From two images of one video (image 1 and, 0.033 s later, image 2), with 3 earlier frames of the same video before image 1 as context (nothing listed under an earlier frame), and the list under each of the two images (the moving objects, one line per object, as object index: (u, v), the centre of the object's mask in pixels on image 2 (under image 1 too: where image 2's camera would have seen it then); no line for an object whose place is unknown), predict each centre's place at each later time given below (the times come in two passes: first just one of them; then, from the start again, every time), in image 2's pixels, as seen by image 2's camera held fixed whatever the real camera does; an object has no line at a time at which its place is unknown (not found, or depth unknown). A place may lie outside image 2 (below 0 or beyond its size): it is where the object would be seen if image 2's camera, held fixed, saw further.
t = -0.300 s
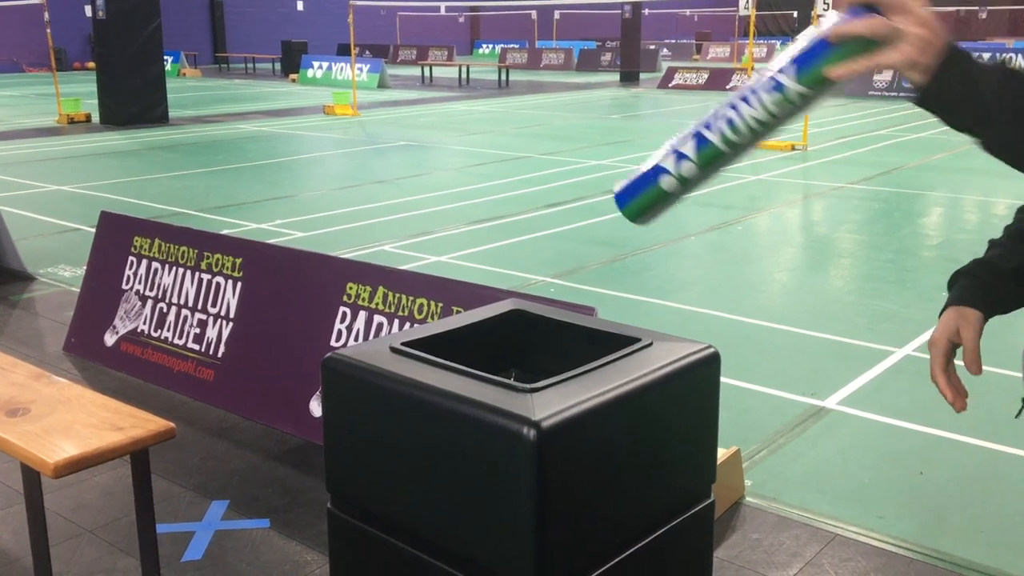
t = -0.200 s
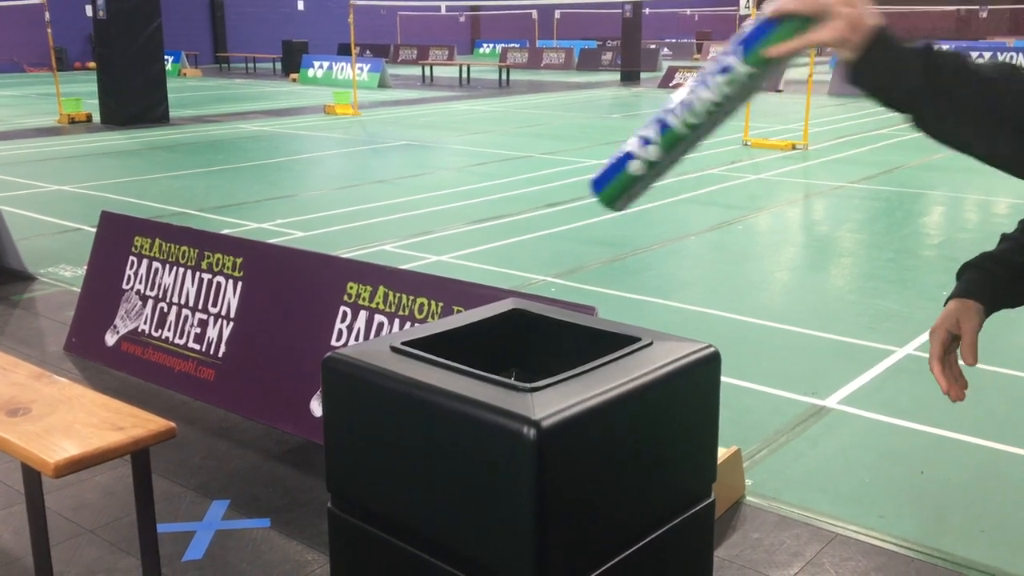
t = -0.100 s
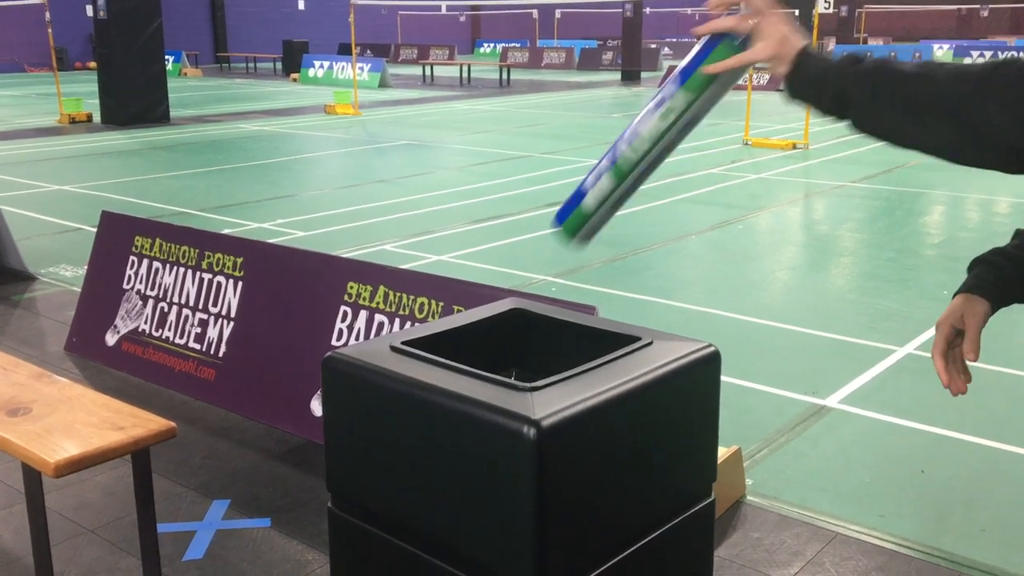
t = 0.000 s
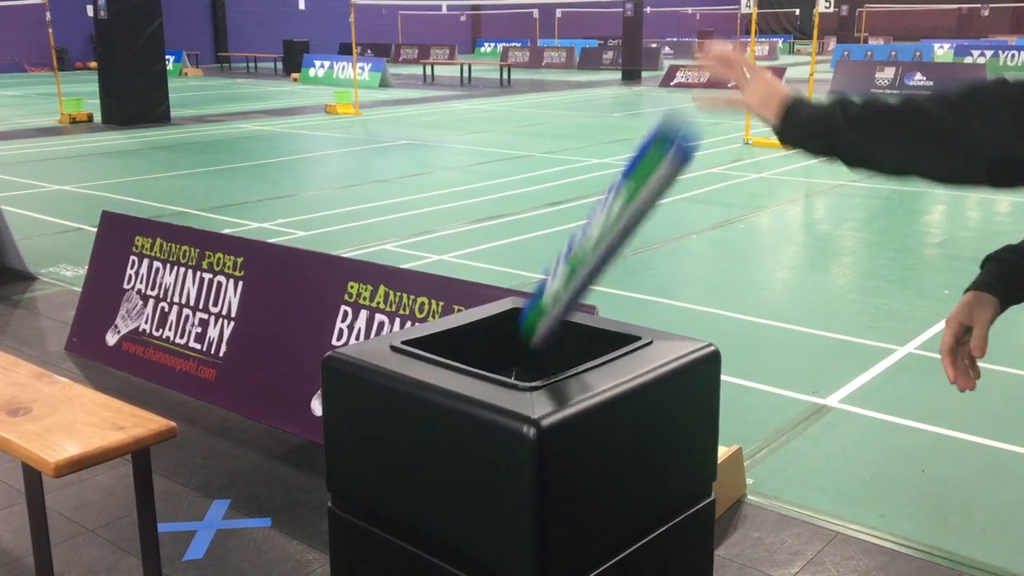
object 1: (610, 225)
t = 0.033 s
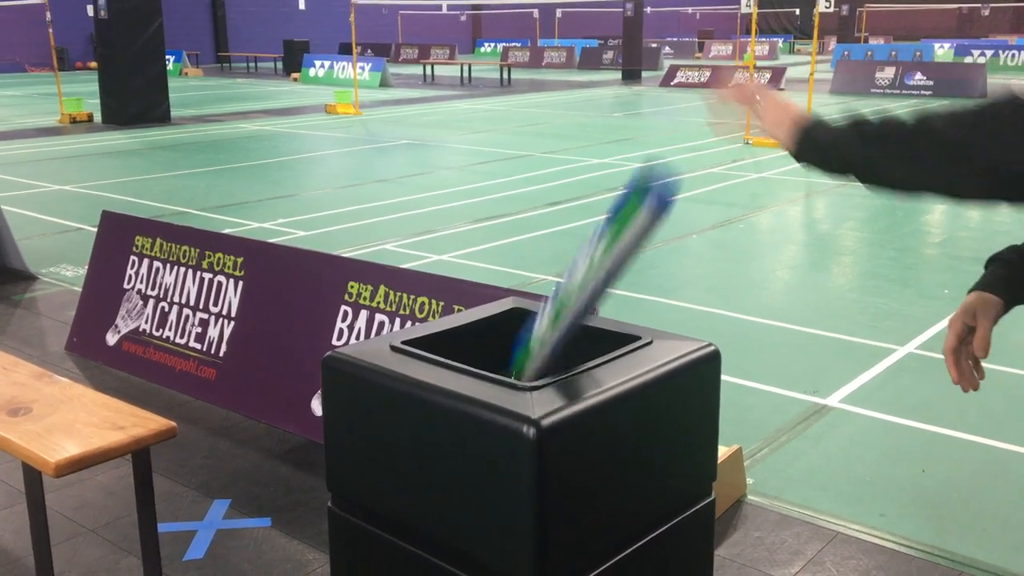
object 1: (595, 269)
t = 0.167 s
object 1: (542, 360)
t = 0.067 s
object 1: (593, 300)
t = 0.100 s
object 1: (594, 325)
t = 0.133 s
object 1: (568, 344)
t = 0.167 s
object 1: (542, 360)
